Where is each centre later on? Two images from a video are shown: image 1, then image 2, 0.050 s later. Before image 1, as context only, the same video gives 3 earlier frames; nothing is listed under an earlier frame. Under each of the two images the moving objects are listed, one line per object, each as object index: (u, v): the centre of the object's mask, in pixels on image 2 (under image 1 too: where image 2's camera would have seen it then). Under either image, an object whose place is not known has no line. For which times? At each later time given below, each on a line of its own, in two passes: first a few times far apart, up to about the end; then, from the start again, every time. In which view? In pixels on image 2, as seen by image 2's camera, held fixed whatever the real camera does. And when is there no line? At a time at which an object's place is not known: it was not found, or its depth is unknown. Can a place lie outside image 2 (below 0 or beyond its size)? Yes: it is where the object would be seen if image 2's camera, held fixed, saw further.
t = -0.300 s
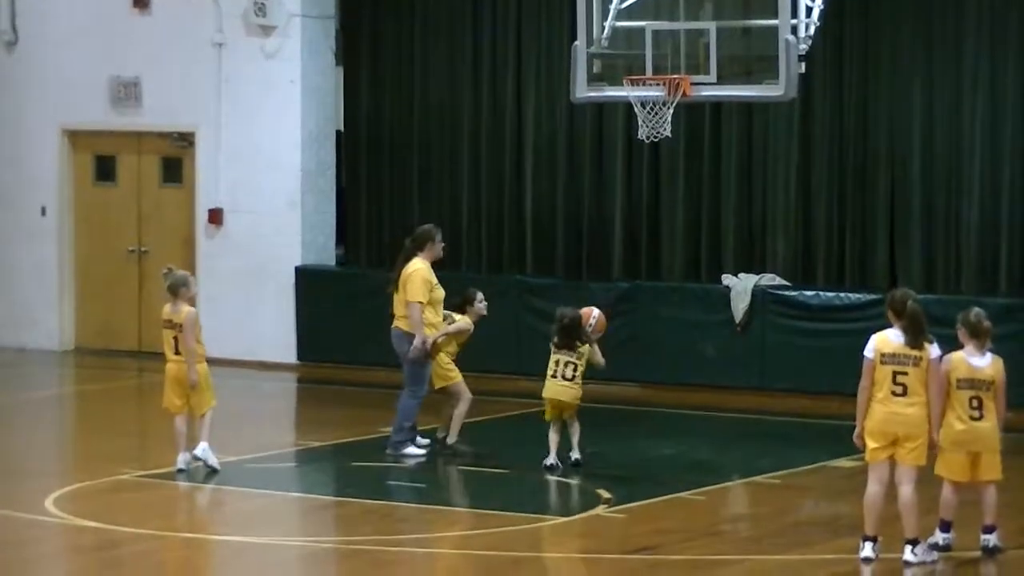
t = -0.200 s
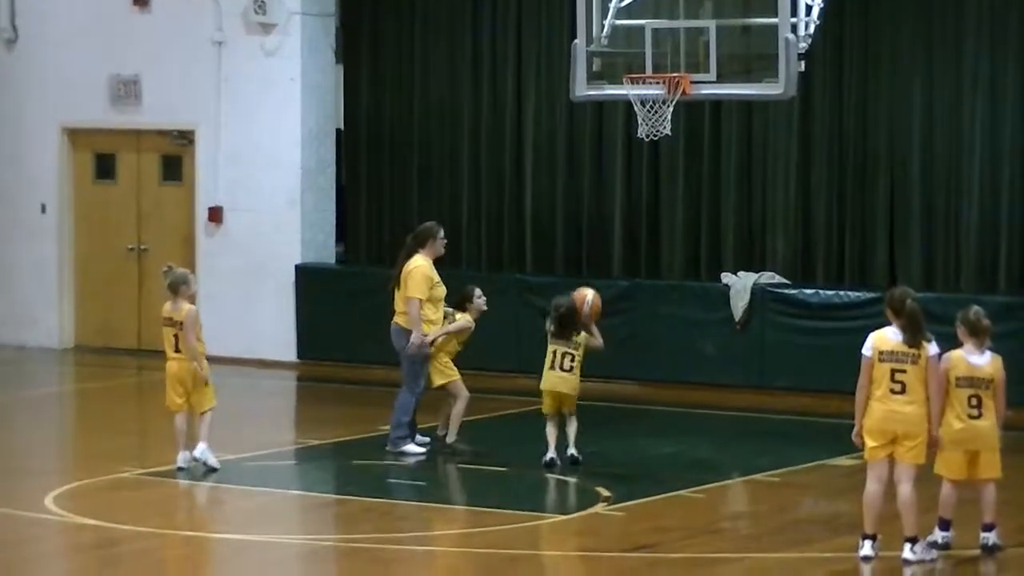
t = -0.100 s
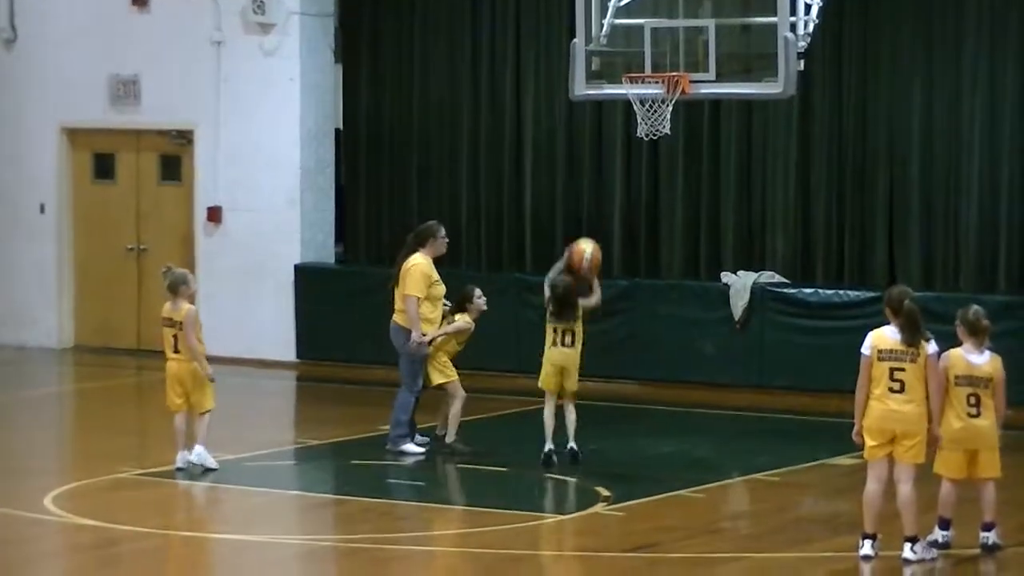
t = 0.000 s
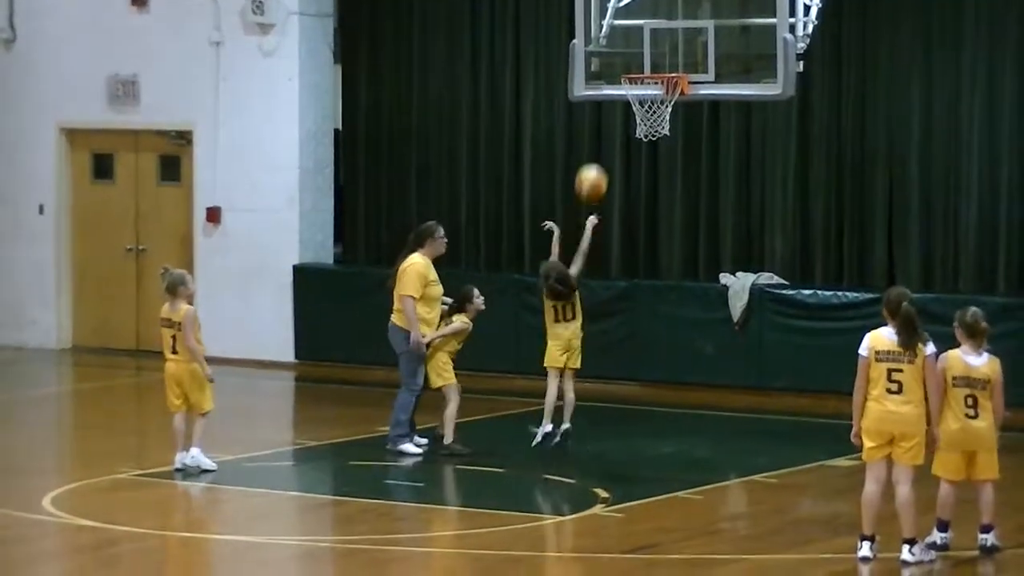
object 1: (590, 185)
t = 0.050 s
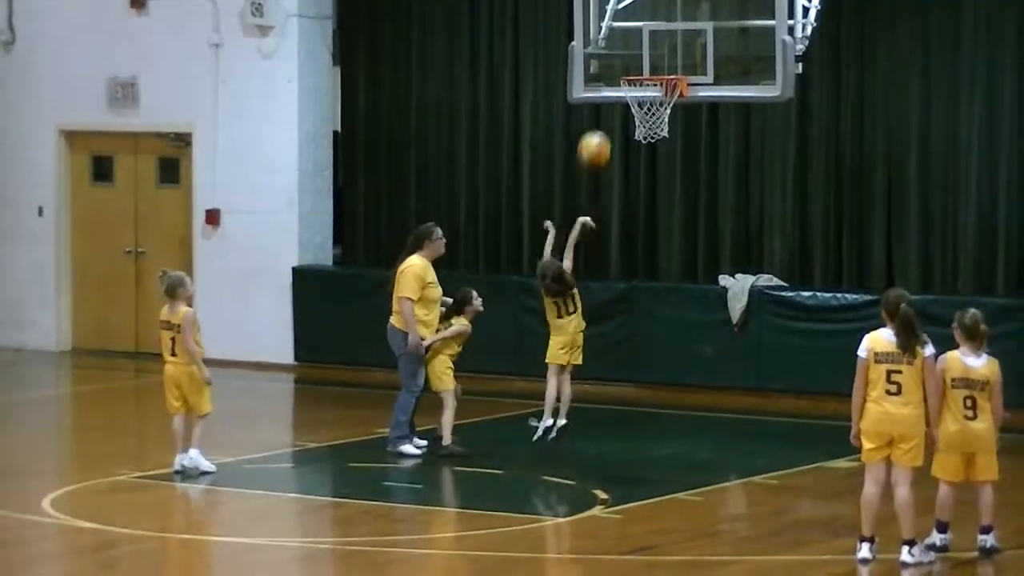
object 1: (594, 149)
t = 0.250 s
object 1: (608, 46)
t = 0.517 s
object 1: (629, -4)
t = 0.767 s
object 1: (649, 28)
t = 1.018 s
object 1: (661, 120)
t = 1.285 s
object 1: (659, 226)
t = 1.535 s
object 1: (655, 399)
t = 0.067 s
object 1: (595, 138)
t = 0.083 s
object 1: (596, 128)
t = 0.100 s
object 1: (598, 118)
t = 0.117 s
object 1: (599, 111)
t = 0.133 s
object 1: (600, 99)
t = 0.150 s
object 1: (601, 91)
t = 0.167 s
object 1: (602, 80)
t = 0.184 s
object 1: (604, 73)
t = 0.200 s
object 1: (605, 66)
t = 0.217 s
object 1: (606, 59)
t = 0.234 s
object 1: (607, 54)
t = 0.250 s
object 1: (608, 46)
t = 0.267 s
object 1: (607, 41)
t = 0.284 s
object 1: (609, 32)
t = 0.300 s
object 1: (613, 29)
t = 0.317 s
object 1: (614, 25)
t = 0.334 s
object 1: (615, 20)
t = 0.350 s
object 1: (617, 15)
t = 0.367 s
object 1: (618, 11)
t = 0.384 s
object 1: (619, 6)
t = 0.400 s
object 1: (621, 3)
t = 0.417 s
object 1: (622, 1)
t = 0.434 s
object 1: (623, 0)
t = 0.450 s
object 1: (625, -1)
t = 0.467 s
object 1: (626, -2)
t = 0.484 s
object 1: (627, -2)
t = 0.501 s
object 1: (628, -3)
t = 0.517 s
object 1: (629, -4)
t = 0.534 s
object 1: (631, -3)
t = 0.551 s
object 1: (632, -4)
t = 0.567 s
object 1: (633, -3)
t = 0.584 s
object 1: (634, -4)
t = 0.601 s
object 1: (635, -3)
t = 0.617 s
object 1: (636, -3)
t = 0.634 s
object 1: (638, -3)
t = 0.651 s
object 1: (640, 0)
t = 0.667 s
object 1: (642, 3)
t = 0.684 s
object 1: (642, 7)
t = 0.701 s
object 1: (643, 12)
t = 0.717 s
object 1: (644, 15)
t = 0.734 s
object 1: (646, 18)
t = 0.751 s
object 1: (647, 23)
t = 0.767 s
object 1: (649, 28)
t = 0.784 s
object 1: (650, 34)
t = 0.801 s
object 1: (651, 40)
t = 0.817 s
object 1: (652, 46)
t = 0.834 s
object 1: (653, 52)
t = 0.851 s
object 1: (654, 60)
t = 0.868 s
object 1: (655, 65)
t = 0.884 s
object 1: (656, 72)
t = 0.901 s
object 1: (658, 81)
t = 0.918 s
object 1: (658, 90)
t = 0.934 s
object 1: (657, 97)
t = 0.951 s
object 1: (659, 104)
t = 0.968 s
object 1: (660, 108)
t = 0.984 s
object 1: (658, 116)
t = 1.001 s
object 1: (656, 121)
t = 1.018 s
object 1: (661, 120)
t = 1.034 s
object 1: (662, 130)
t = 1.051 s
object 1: (662, 134)
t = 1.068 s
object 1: (661, 136)
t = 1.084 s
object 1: (661, 141)
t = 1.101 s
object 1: (661, 146)
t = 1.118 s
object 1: (661, 152)
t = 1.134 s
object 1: (660, 157)
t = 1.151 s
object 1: (660, 163)
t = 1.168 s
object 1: (660, 170)
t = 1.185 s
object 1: (660, 177)
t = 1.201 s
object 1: (660, 183)
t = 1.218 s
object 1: (659, 191)
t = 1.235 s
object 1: (659, 199)
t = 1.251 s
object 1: (659, 208)
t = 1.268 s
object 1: (659, 216)
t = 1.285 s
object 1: (659, 226)
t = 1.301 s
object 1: (659, 233)
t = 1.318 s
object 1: (659, 242)
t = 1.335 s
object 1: (658, 252)
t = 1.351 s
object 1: (658, 262)
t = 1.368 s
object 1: (658, 273)
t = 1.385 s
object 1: (657, 284)
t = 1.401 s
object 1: (657, 295)
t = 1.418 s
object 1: (657, 307)
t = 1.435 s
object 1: (658, 319)
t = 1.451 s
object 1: (657, 331)
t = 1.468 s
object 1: (658, 344)
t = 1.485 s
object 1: (657, 357)
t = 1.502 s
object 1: (657, 371)
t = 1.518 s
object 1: (656, 383)
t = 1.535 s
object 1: (655, 399)
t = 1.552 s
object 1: (656, 413)
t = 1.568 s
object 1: (657, 414)
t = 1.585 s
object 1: (654, 403)
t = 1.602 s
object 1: (654, 390)
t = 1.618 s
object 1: (654, 381)
